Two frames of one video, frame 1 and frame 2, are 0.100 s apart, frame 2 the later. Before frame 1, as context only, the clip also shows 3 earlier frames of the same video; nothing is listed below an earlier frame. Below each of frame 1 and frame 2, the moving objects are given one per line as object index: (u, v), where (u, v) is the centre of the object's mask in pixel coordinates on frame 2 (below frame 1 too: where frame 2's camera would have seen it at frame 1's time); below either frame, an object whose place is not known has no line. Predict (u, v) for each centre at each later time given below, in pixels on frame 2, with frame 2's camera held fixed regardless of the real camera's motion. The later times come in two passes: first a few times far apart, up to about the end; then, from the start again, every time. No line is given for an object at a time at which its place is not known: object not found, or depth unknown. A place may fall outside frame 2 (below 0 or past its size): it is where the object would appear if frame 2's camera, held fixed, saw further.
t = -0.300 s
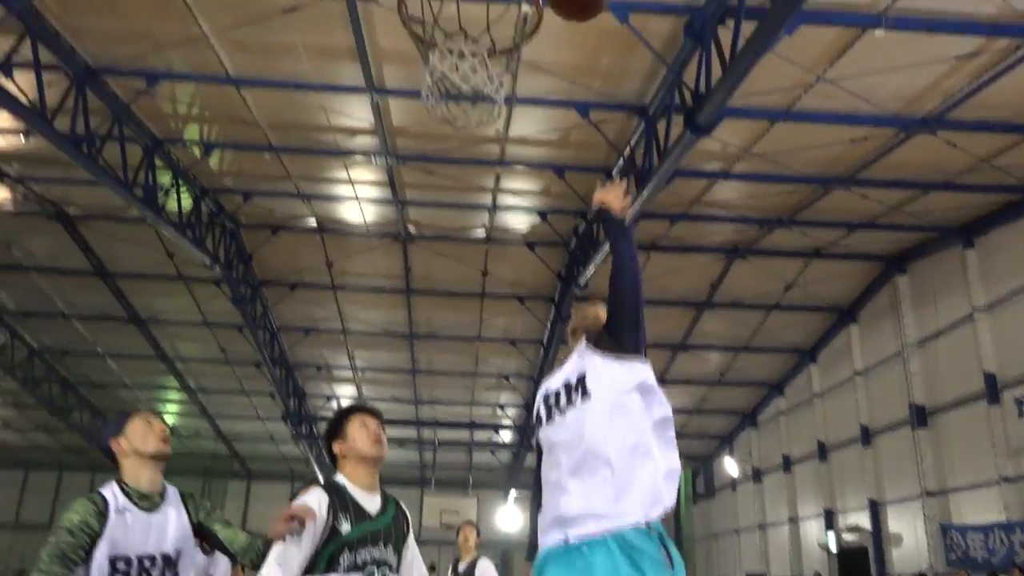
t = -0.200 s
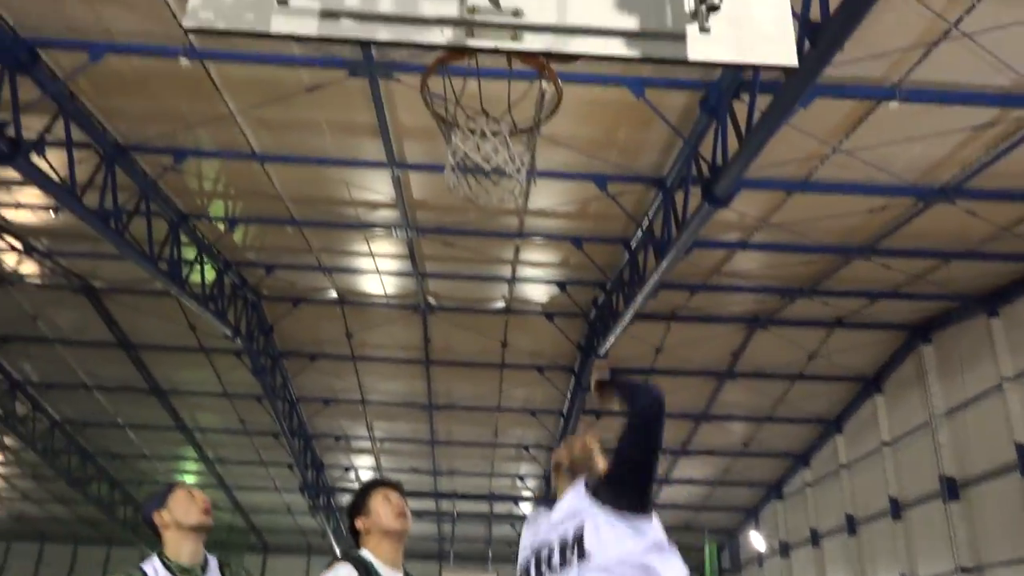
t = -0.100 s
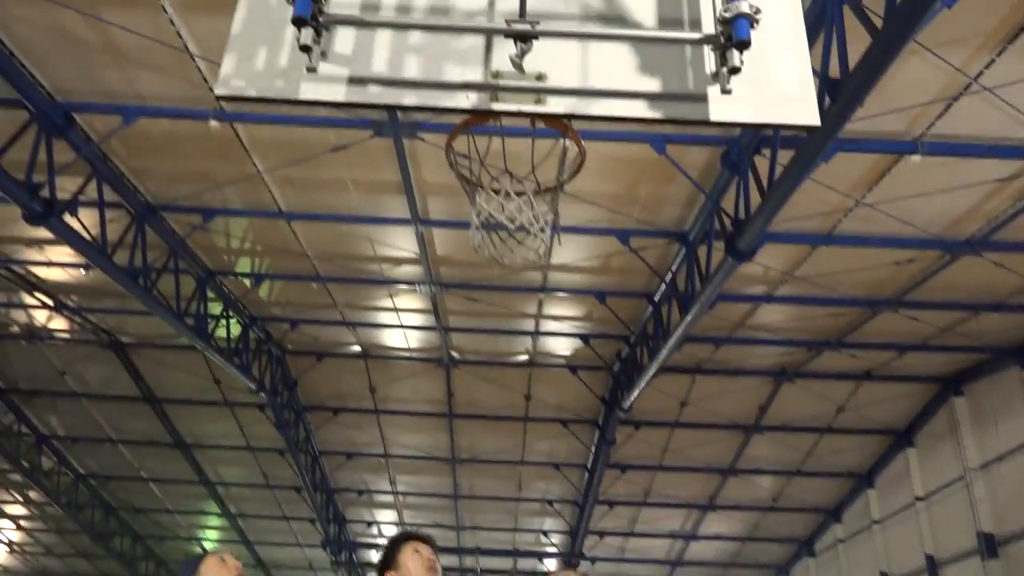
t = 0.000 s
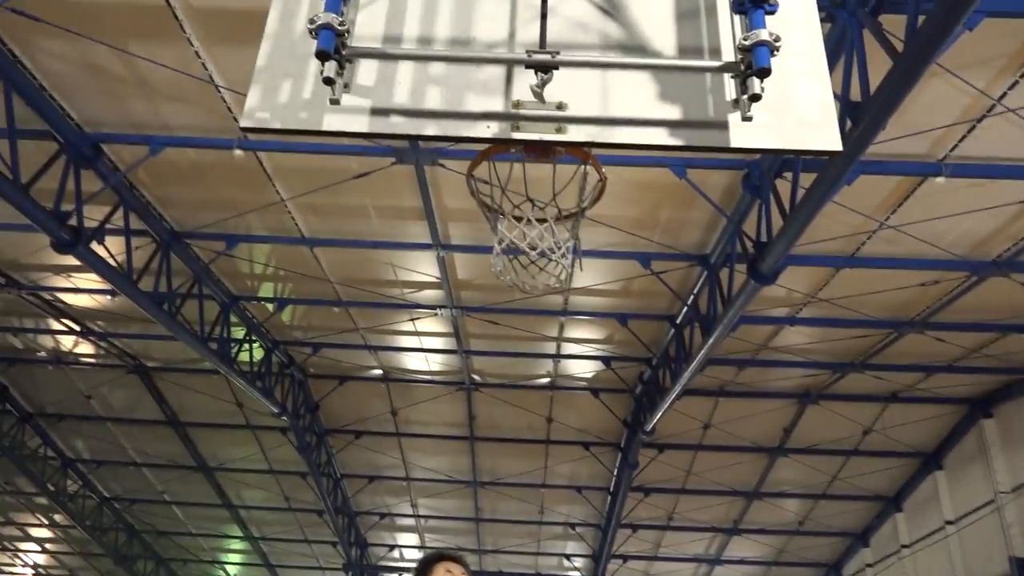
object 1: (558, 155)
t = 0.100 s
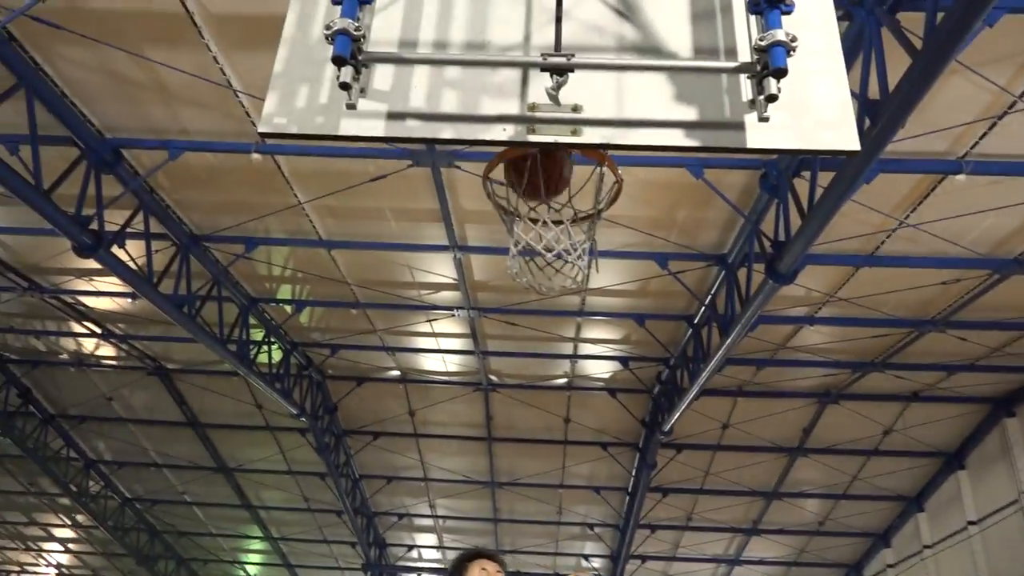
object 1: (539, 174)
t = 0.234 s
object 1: (519, 237)
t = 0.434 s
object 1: (556, 256)
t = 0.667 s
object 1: (549, 250)
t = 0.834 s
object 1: (512, 300)
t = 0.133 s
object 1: (531, 187)
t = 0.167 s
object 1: (523, 206)
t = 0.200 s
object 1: (518, 226)
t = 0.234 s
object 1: (519, 237)
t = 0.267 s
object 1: (520, 245)
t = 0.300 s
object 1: (527, 248)
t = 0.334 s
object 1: (534, 250)
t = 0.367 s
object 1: (540, 251)
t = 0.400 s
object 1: (549, 253)
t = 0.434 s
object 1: (556, 256)
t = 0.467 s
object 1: (561, 256)
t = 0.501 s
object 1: (564, 255)
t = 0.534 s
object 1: (566, 253)
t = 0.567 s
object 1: (566, 250)
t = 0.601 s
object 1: (559, 250)
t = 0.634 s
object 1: (553, 252)
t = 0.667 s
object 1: (549, 250)
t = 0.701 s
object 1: (543, 251)
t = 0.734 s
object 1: (536, 258)
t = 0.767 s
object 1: (528, 269)
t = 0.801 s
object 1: (521, 281)
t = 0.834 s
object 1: (512, 300)
